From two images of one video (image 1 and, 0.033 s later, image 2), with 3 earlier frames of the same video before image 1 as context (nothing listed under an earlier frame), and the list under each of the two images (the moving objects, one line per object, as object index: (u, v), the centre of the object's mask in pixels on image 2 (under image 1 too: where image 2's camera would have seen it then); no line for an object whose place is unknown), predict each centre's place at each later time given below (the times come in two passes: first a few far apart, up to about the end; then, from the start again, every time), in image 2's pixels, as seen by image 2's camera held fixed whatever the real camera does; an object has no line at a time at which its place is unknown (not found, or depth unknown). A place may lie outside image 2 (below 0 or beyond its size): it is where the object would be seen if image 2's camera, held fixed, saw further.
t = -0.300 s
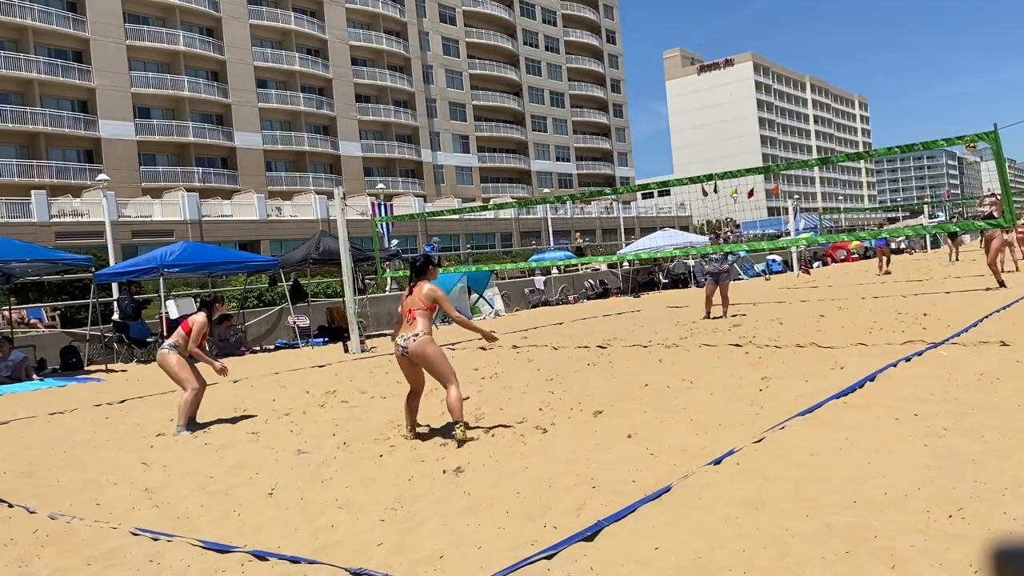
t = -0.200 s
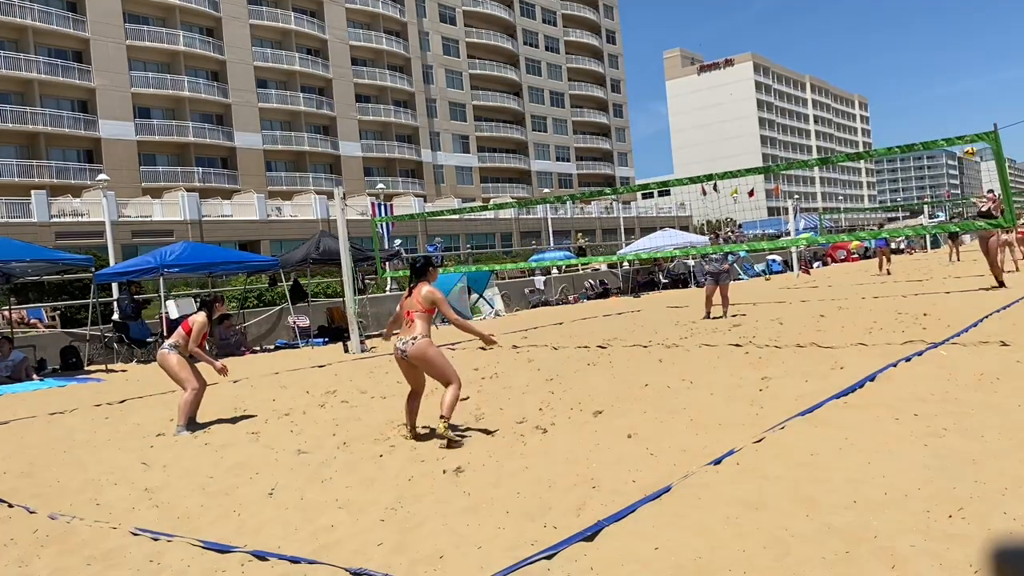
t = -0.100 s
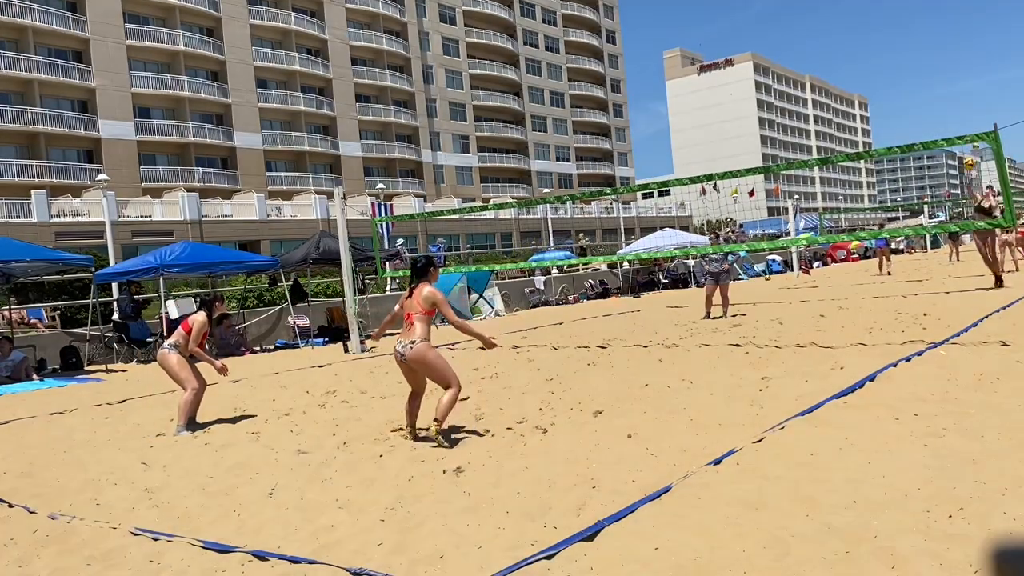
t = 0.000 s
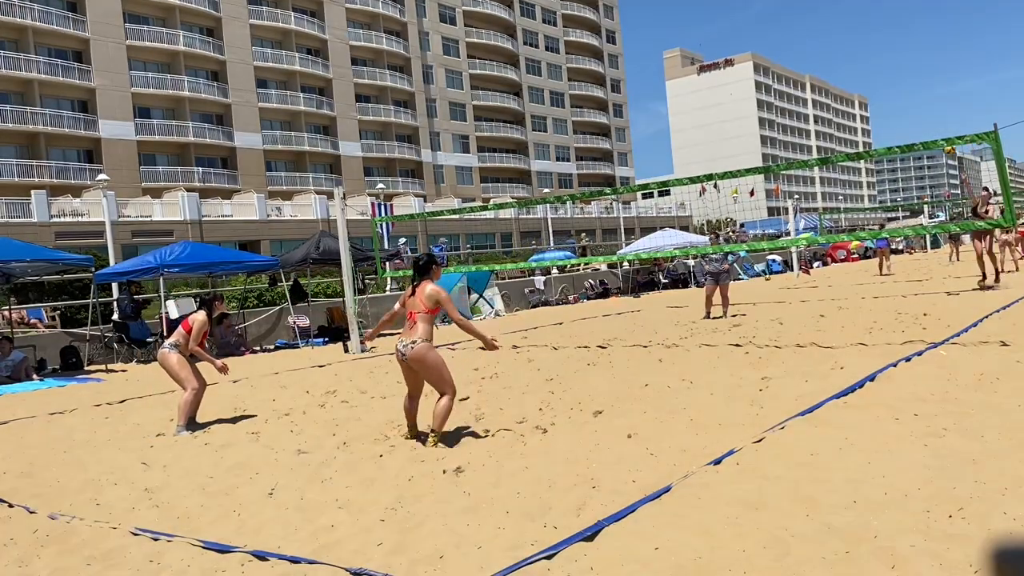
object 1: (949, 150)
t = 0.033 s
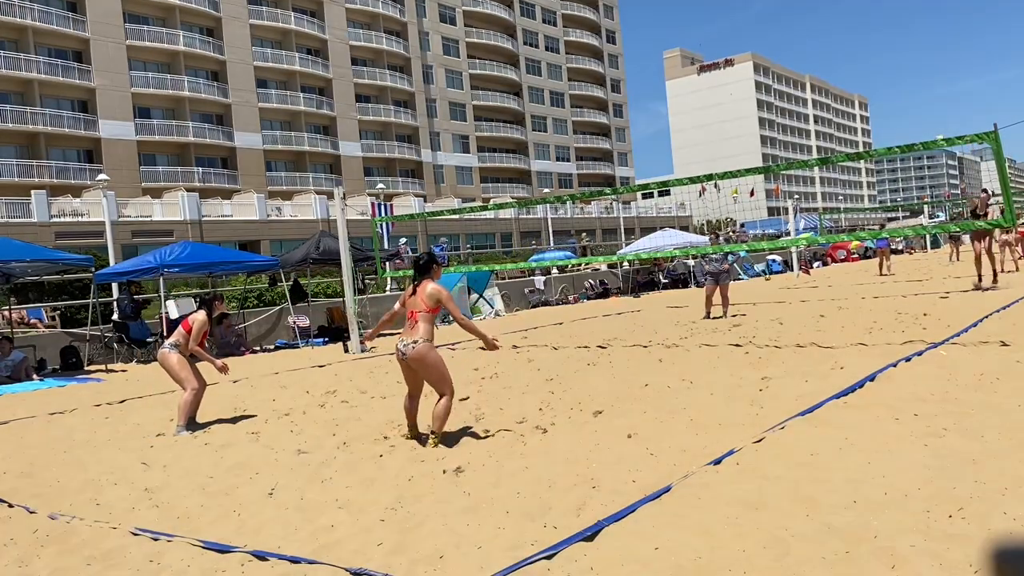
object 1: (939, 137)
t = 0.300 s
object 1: (852, 103)
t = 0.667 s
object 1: (668, 137)
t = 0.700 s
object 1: (646, 148)
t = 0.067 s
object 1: (931, 135)
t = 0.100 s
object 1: (921, 129)
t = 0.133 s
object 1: (910, 123)
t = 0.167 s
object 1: (899, 118)
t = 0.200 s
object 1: (888, 113)
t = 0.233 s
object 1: (876, 108)
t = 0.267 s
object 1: (864, 106)
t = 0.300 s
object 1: (852, 103)
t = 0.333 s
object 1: (839, 100)
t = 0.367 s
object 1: (826, 100)
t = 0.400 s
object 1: (812, 100)
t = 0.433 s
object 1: (796, 101)
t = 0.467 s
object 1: (781, 102)
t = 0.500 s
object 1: (765, 105)
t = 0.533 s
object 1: (747, 109)
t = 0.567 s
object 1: (728, 114)
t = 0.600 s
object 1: (709, 120)
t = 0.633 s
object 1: (689, 127)
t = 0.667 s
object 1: (668, 137)
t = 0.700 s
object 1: (646, 148)
